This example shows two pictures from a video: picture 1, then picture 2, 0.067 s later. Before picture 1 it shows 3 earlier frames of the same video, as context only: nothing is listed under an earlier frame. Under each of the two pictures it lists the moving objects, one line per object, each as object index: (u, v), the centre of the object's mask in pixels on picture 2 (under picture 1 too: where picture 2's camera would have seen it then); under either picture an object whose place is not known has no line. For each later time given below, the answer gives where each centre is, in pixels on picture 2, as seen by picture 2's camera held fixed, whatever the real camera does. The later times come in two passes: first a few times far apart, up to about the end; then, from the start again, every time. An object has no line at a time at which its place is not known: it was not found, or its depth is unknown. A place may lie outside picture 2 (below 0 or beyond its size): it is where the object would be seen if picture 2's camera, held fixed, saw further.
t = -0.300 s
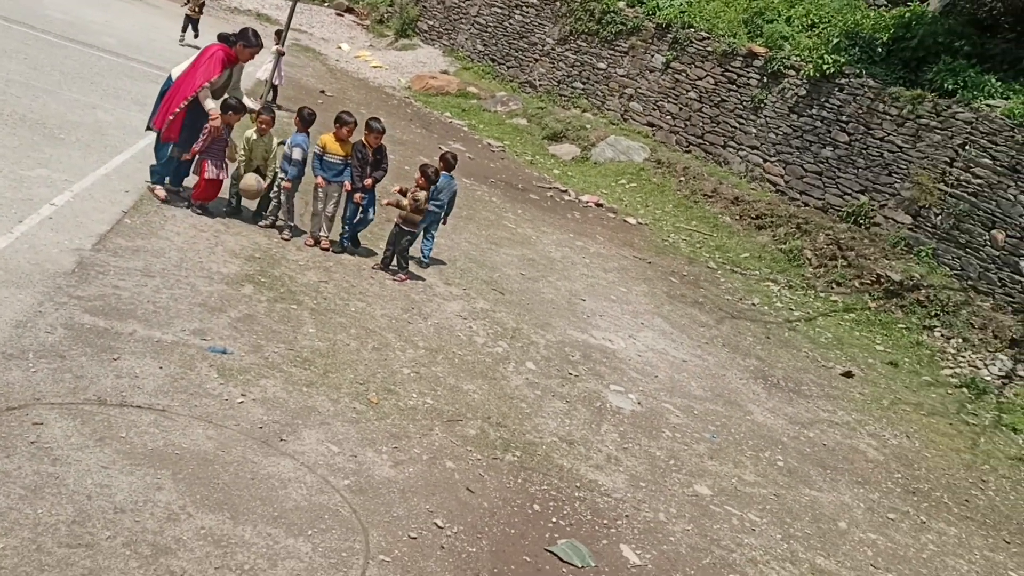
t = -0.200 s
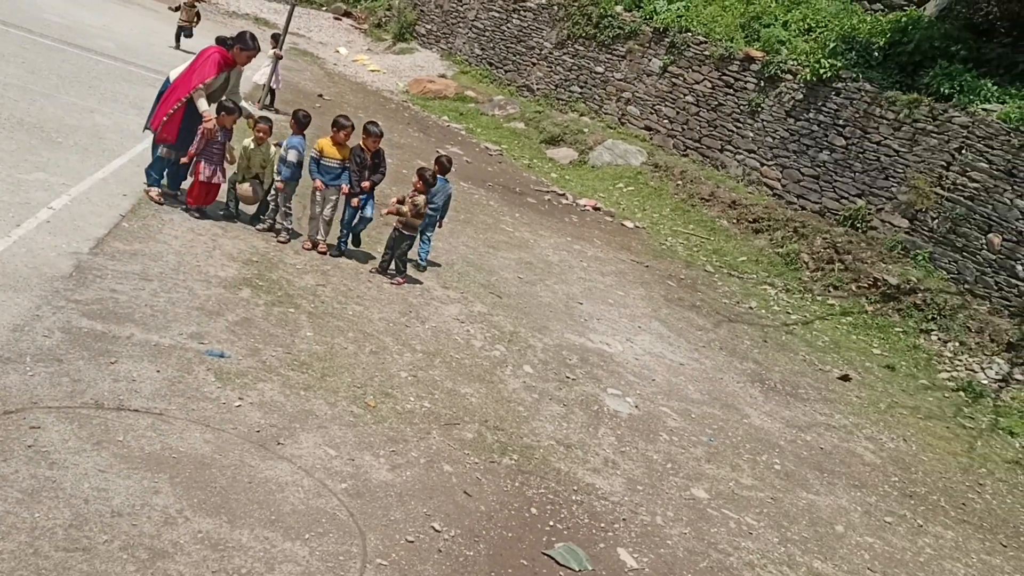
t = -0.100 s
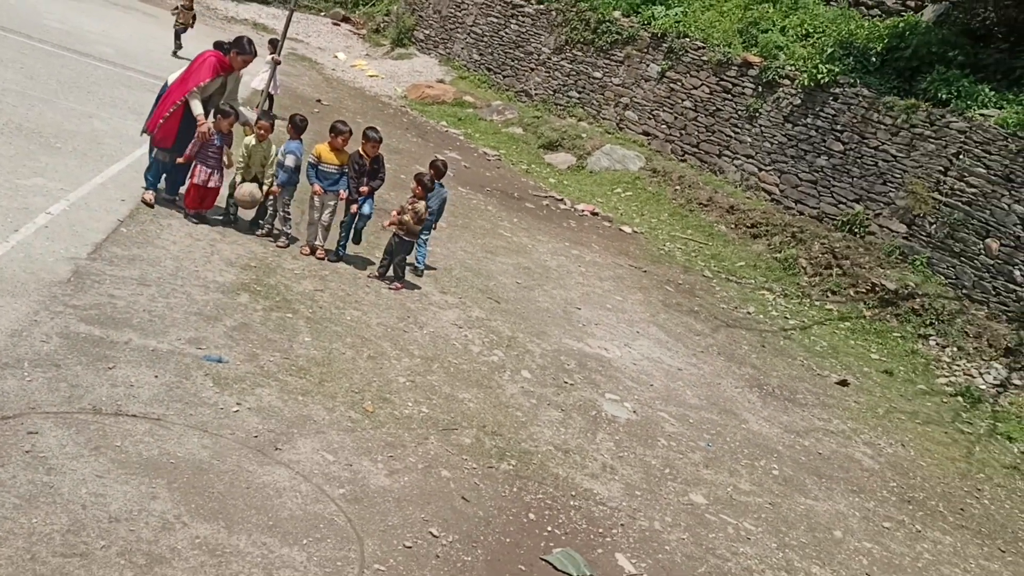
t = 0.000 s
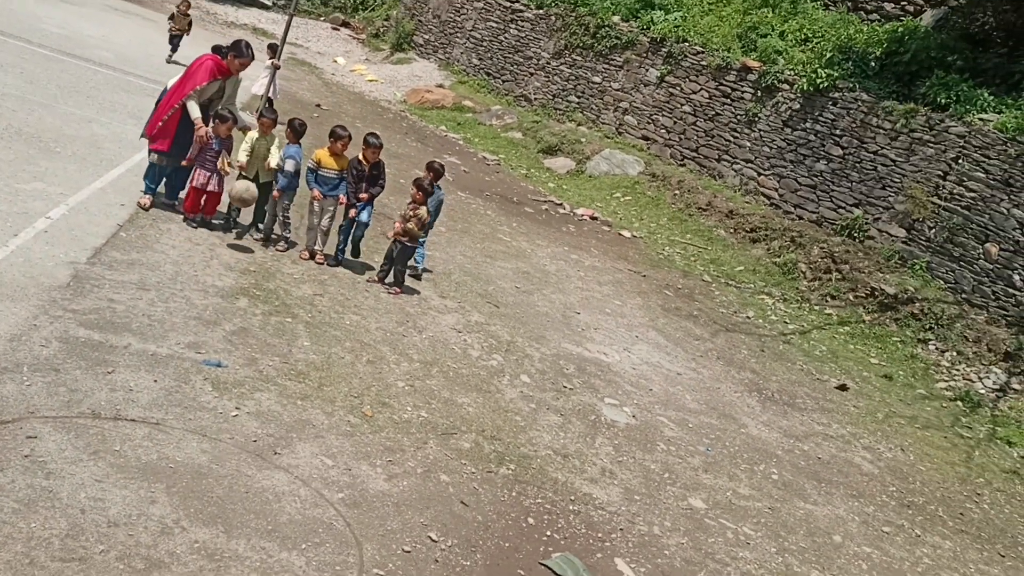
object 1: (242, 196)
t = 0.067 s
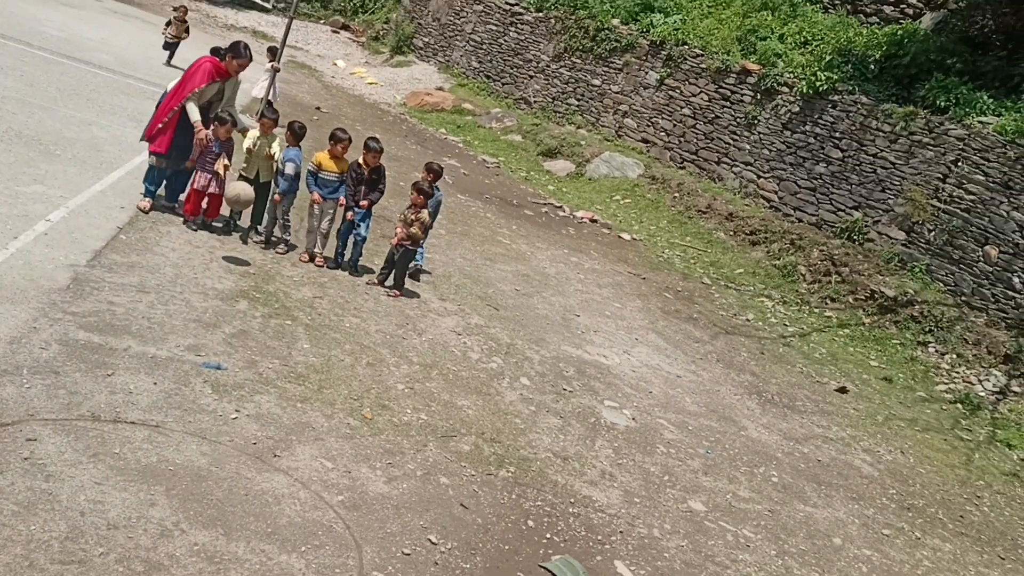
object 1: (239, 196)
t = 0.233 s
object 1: (221, 222)
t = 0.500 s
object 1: (178, 305)
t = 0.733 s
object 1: (156, 322)
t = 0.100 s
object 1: (237, 198)
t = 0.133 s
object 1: (234, 202)
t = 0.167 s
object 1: (230, 207)
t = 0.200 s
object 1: (226, 214)
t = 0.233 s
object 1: (221, 222)
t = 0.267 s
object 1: (215, 234)
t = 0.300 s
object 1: (209, 246)
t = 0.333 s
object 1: (202, 262)
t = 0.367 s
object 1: (195, 280)
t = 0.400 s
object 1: (186, 301)
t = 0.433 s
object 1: (179, 318)
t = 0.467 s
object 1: (179, 310)
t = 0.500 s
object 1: (178, 305)
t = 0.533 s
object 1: (177, 301)
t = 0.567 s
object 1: (175, 300)
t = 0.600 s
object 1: (172, 301)
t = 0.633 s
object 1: (169, 304)
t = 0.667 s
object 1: (165, 308)
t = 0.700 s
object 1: (161, 314)
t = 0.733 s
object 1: (156, 322)
